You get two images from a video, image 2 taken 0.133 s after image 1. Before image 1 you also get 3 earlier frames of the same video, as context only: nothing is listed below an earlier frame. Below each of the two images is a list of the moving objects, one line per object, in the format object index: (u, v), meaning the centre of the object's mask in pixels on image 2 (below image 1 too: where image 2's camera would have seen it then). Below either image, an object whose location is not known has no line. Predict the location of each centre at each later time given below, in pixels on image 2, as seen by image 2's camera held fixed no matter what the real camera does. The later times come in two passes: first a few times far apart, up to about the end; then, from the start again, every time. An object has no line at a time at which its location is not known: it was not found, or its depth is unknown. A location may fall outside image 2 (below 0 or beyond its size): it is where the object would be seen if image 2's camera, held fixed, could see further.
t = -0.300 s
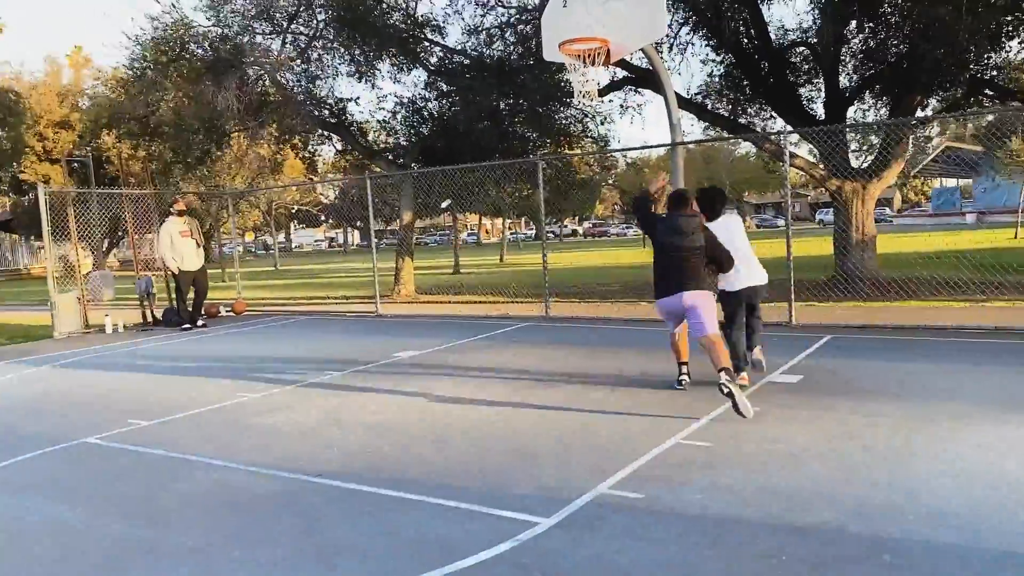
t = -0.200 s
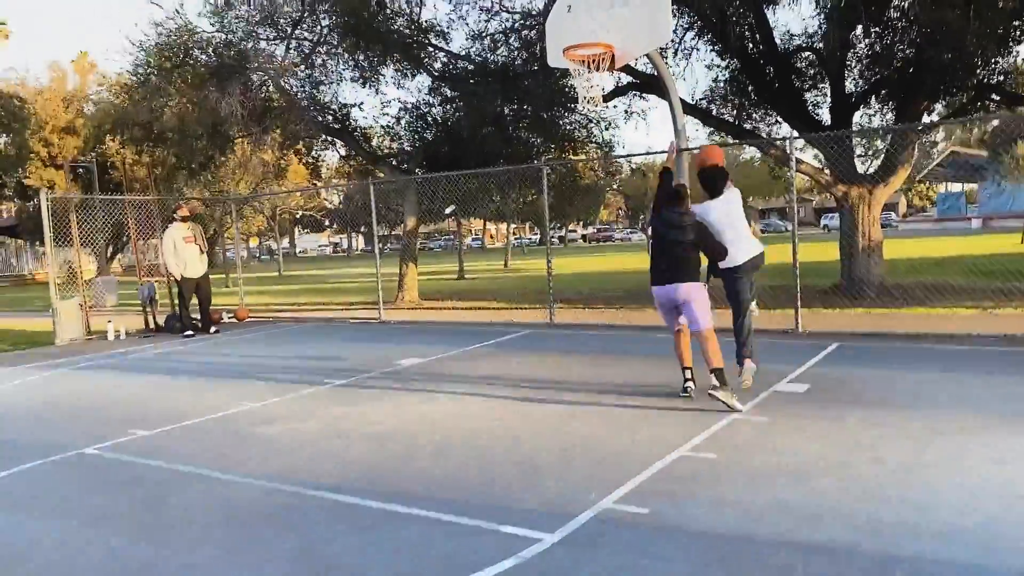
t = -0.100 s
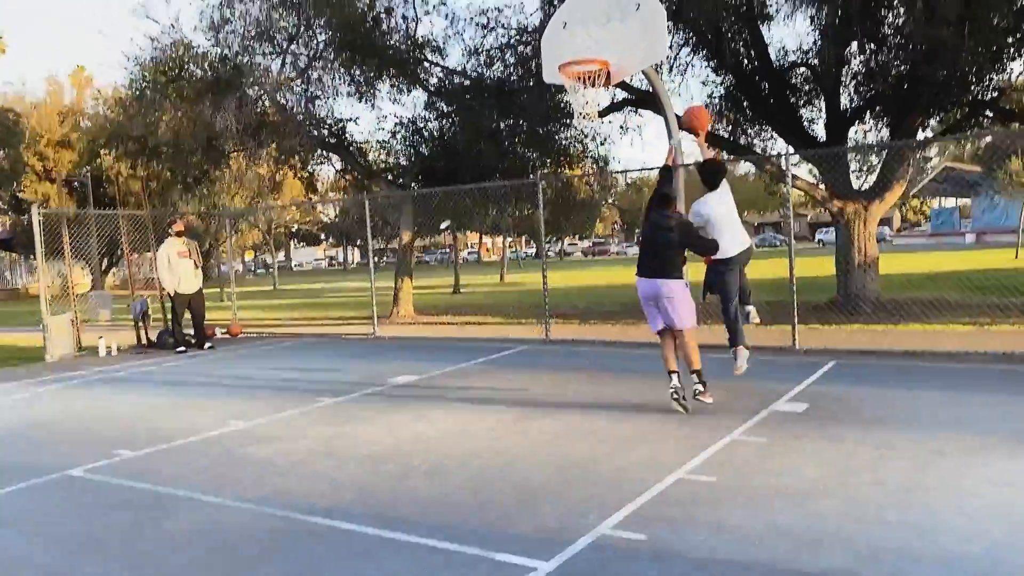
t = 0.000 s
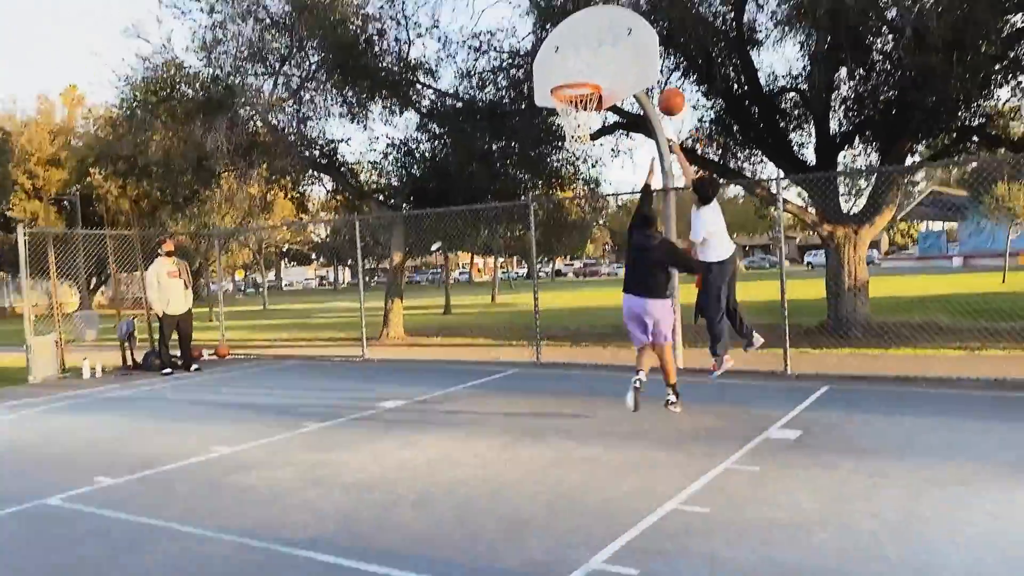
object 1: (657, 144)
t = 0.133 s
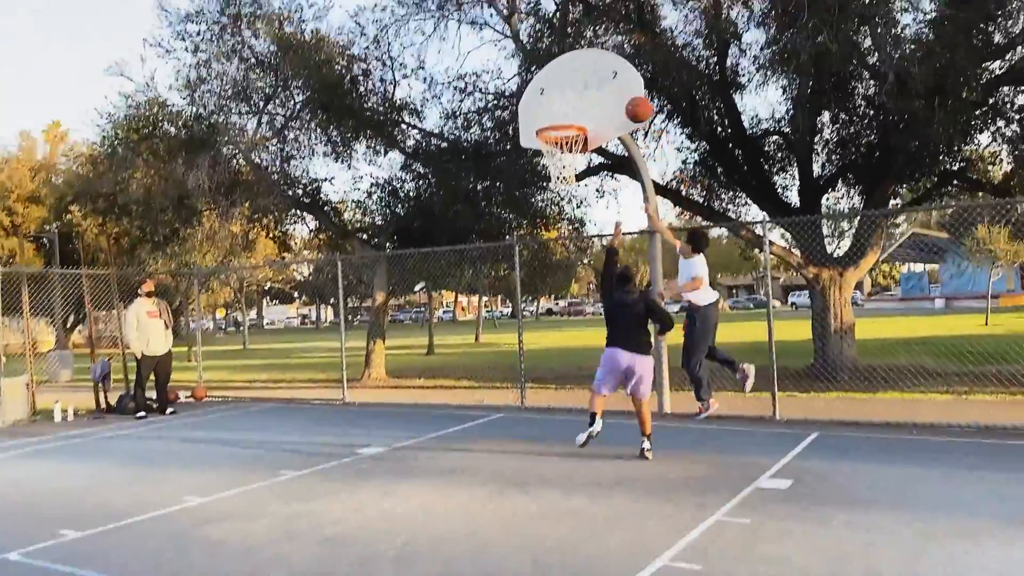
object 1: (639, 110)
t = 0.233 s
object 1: (625, 97)
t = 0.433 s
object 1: (586, 94)
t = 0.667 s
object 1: (557, 113)
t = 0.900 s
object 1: (555, 110)
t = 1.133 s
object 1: (560, 117)
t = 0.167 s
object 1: (634, 105)
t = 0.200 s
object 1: (631, 101)
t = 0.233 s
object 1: (625, 97)
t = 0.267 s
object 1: (618, 93)
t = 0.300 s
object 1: (611, 91)
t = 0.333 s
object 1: (605, 90)
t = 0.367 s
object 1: (599, 90)
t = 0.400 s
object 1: (592, 91)
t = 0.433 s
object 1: (586, 94)
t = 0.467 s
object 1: (579, 97)
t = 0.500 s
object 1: (573, 102)
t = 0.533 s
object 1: (567, 108)
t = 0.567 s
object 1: (560, 114)
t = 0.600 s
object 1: (559, 114)
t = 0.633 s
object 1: (558, 113)
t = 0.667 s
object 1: (557, 113)
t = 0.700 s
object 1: (556, 114)
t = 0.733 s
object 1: (555, 116)
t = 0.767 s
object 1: (554, 118)
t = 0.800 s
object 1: (553, 119)
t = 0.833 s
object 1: (554, 115)
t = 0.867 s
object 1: (555, 113)
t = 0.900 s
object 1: (555, 110)
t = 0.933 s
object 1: (556, 108)
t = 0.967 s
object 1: (556, 108)
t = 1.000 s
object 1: (557, 108)
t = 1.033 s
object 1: (558, 109)
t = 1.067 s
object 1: (558, 112)
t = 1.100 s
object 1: (559, 114)
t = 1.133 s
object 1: (560, 117)
